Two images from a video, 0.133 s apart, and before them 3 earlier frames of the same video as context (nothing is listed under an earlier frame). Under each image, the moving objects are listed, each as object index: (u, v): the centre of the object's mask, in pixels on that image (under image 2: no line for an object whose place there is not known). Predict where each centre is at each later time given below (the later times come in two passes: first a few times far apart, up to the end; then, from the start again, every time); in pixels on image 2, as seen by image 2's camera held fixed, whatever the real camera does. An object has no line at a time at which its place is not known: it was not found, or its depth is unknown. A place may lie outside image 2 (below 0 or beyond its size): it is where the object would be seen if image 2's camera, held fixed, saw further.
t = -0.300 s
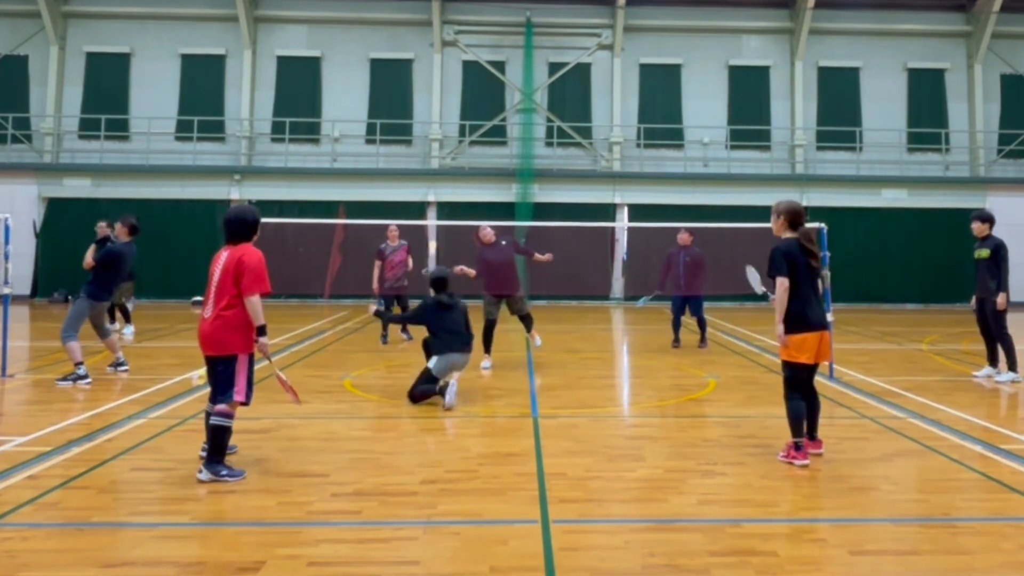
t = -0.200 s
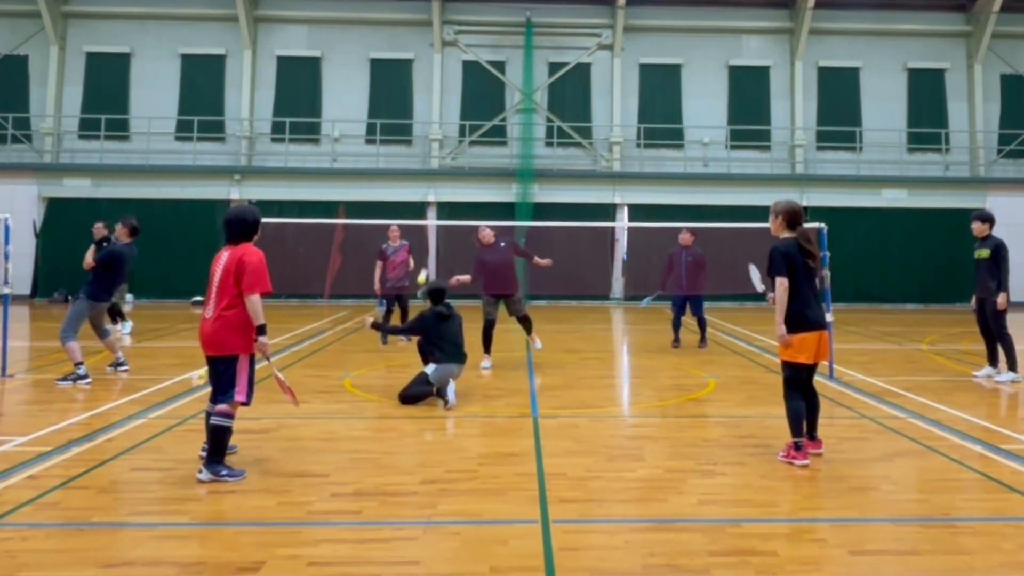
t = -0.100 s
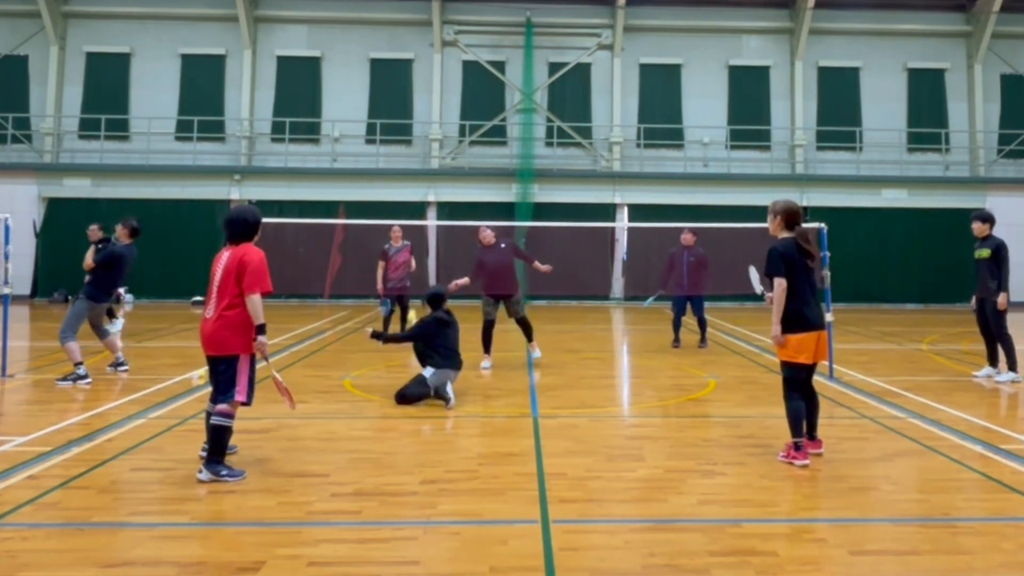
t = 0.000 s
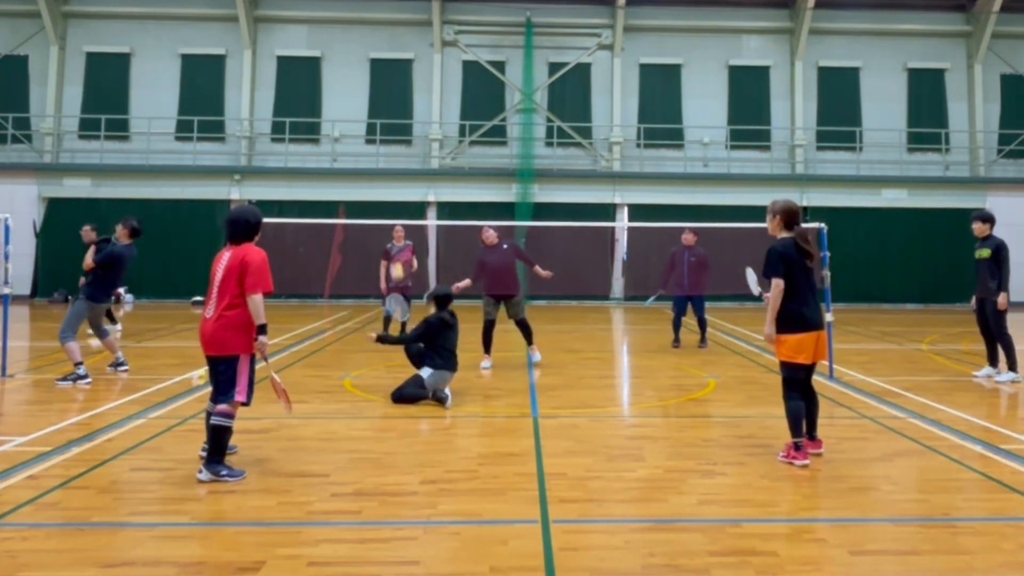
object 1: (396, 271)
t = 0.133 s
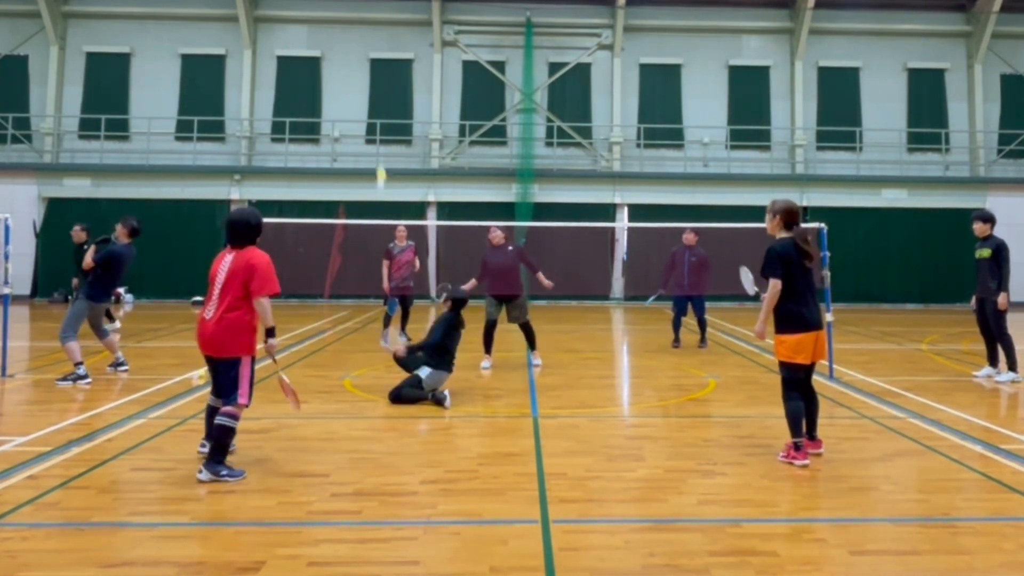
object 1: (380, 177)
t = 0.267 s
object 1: (364, 107)
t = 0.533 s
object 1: (322, 37)
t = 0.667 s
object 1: (297, 40)
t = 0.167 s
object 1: (377, 158)
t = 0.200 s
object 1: (373, 139)
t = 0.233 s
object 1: (368, 123)
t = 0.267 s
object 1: (364, 107)
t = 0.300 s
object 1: (359, 94)
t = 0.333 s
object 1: (354, 81)
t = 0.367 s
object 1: (349, 70)
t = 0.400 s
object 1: (344, 61)
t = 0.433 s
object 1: (339, 52)
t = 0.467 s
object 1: (333, 45)
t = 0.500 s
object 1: (328, 41)
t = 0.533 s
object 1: (322, 37)
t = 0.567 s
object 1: (315, 35)
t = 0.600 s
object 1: (309, 35)
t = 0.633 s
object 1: (303, 36)
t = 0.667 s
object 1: (297, 40)
